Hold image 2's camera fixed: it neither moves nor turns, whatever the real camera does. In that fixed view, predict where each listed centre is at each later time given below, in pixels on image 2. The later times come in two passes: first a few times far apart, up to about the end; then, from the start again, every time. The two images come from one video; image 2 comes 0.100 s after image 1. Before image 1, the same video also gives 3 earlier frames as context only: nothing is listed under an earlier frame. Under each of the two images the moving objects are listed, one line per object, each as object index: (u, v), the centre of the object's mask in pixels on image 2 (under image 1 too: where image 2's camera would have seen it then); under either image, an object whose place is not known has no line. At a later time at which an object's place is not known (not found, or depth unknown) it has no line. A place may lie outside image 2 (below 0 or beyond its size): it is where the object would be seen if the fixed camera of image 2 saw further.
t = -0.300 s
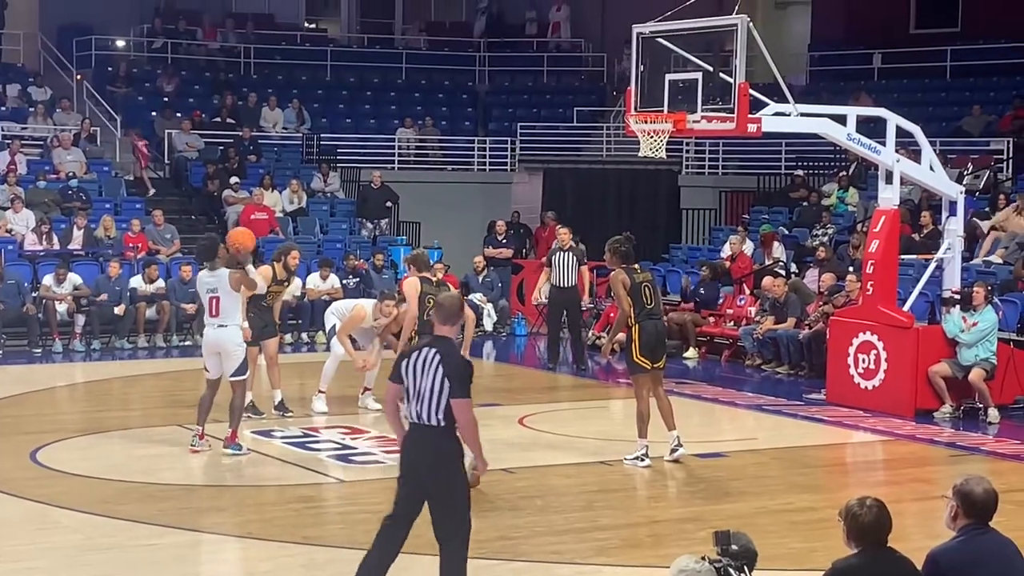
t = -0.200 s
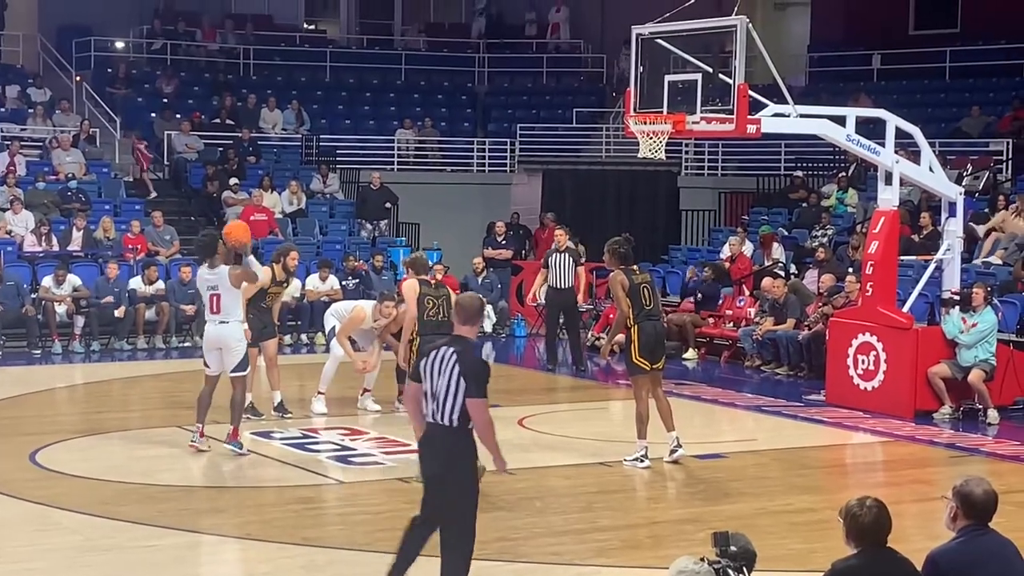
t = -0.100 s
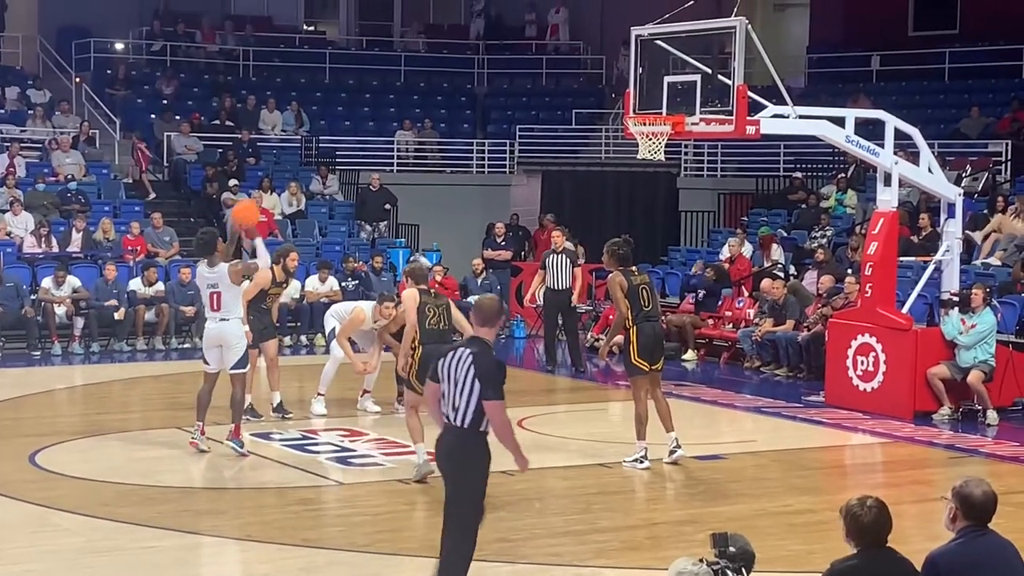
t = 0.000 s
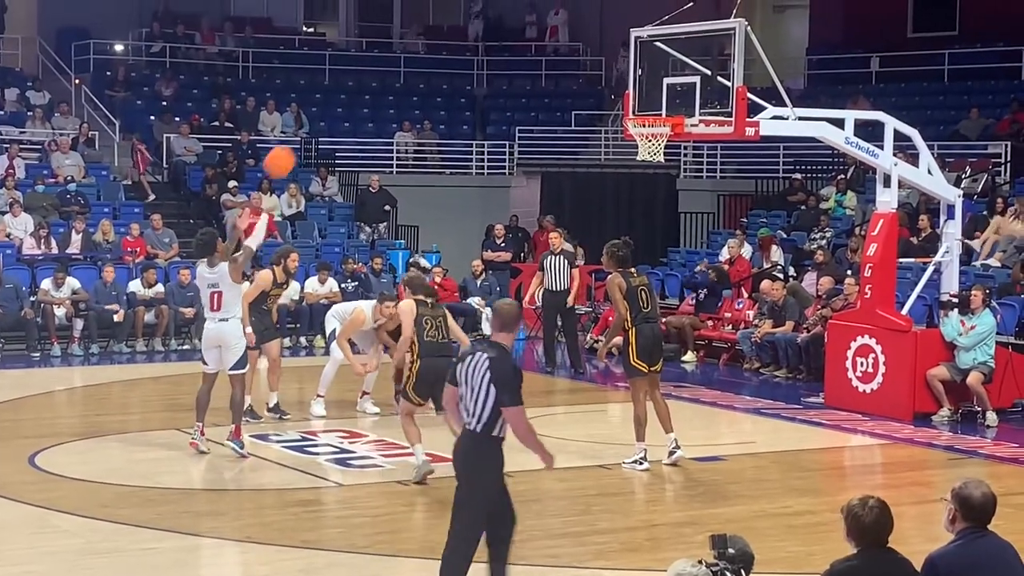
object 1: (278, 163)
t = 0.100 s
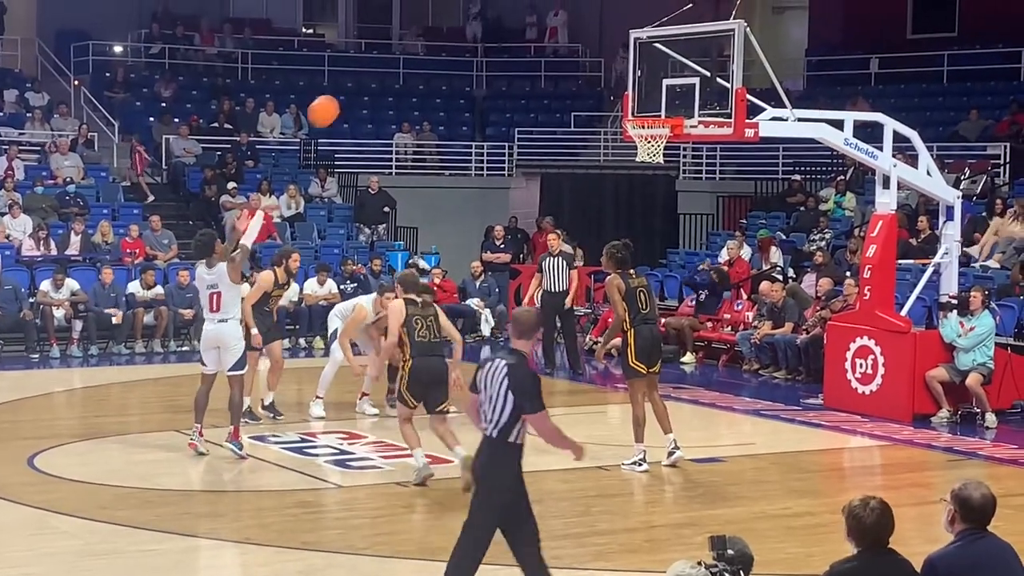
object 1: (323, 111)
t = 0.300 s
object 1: (407, 43)
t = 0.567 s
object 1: (513, 21)
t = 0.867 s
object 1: (620, 83)
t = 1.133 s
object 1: (661, 160)
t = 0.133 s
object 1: (337, 96)
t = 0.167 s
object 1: (352, 83)
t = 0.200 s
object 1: (366, 71)
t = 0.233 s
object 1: (380, 61)
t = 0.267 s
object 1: (394, 51)
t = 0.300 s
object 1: (407, 43)
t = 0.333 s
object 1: (421, 36)
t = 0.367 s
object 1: (435, 30)
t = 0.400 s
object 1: (448, 26)
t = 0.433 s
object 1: (461, 23)
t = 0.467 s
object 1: (474, 21)
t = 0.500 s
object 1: (488, 20)
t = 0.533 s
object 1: (500, 20)
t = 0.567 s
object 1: (513, 21)
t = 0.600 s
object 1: (525, 24)
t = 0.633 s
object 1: (537, 27)
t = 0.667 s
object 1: (550, 32)
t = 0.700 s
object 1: (562, 38)
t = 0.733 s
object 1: (574, 45)
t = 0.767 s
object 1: (586, 53)
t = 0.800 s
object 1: (598, 62)
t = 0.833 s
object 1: (609, 72)
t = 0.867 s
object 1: (620, 83)
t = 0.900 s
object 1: (632, 95)
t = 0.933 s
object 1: (644, 107)
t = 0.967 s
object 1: (653, 121)
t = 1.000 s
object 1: (663, 135)
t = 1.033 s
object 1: (665, 144)
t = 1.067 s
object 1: (664, 149)
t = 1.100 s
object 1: (662, 154)
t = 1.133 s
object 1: (661, 160)
